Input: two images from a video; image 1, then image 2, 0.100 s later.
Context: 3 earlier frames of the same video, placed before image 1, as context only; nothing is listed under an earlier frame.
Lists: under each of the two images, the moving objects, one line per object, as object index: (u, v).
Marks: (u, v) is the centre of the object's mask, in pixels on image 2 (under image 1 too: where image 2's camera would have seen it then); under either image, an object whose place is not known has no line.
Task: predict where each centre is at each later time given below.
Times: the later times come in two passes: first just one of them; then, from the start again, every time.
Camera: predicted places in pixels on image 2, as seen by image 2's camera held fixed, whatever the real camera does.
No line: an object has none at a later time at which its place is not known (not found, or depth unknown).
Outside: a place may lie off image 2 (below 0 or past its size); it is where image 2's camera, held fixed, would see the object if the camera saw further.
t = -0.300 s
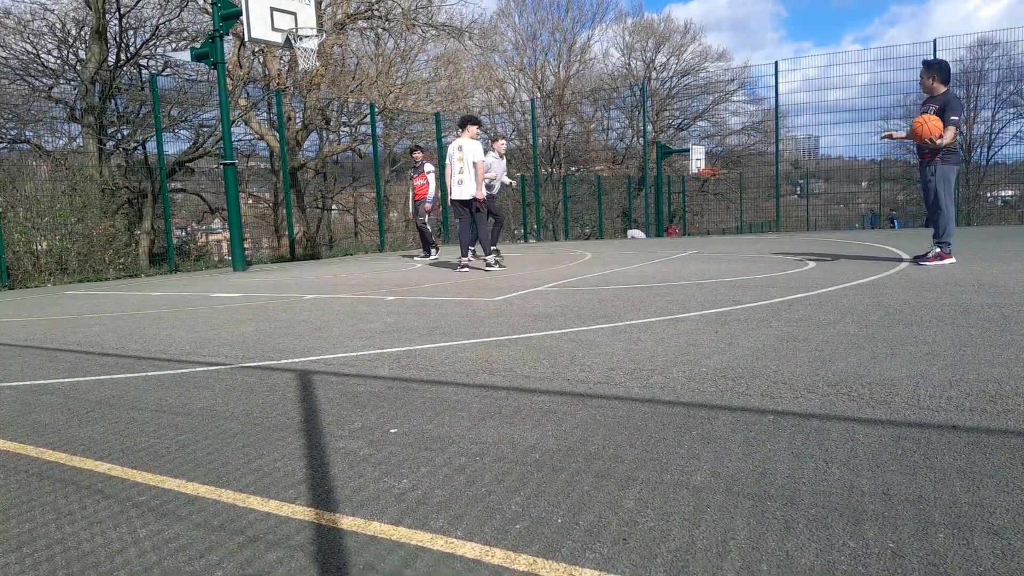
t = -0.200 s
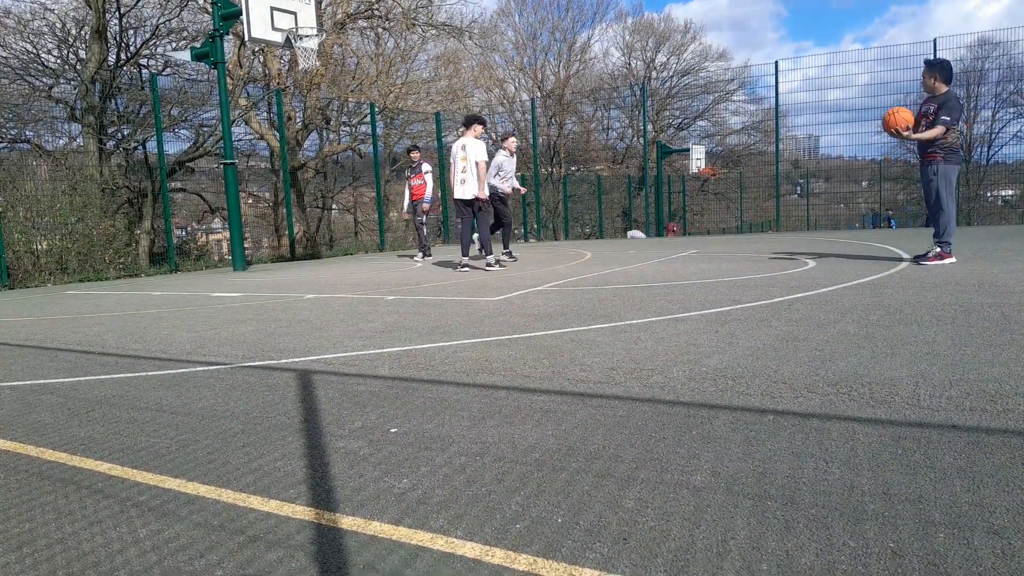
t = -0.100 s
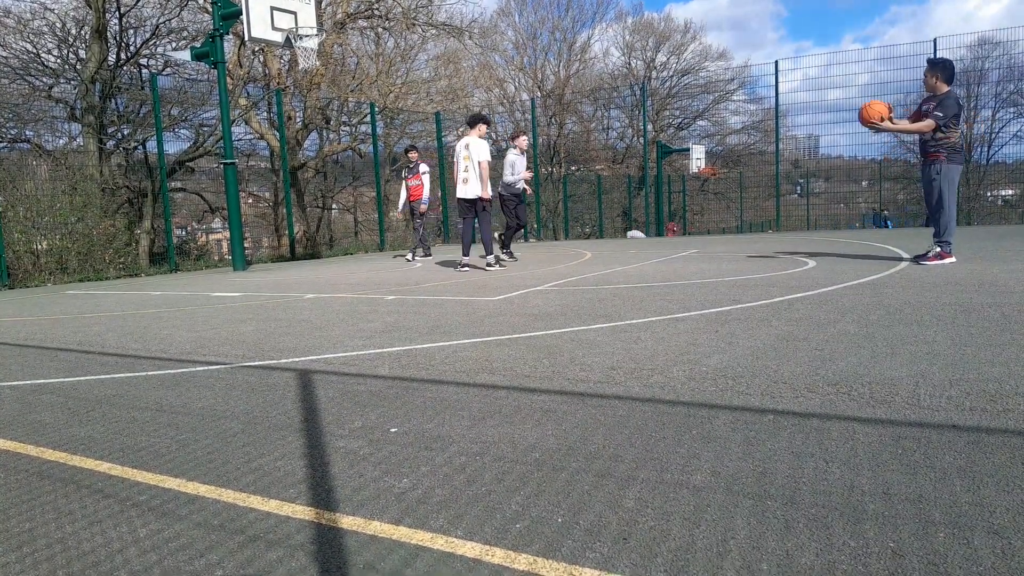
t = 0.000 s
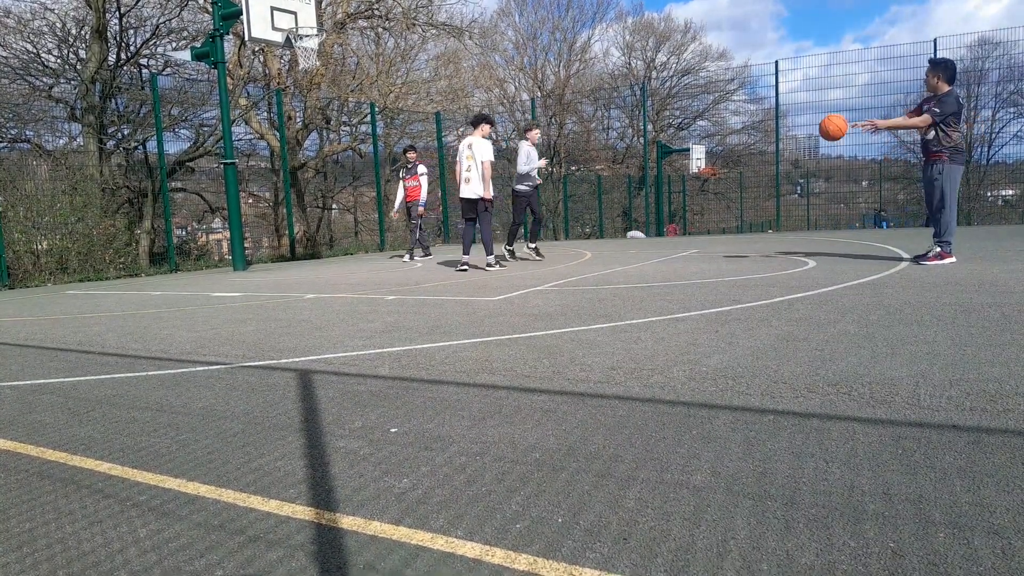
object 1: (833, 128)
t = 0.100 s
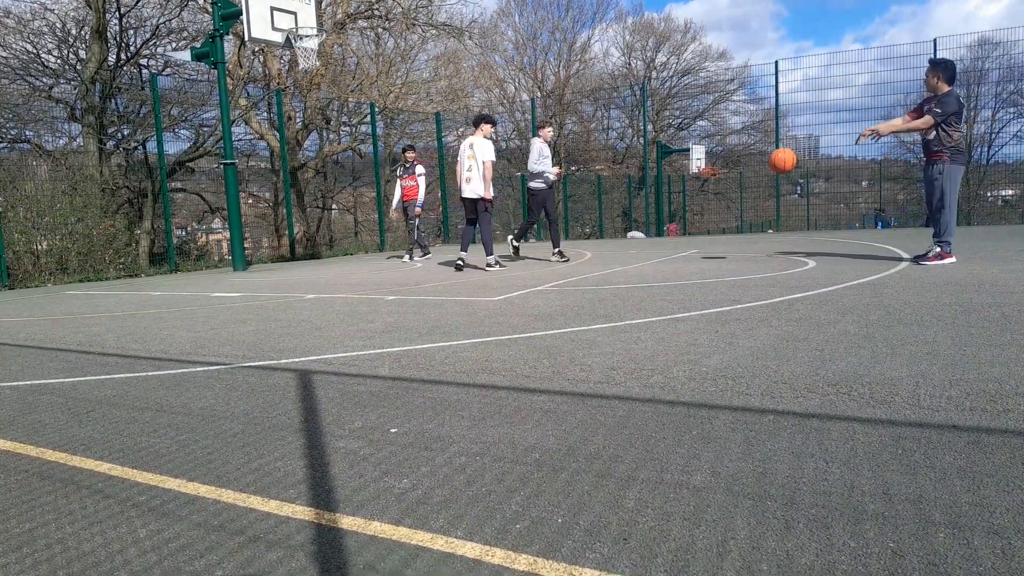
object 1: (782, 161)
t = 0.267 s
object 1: (711, 230)
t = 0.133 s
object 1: (767, 173)
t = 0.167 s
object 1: (753, 186)
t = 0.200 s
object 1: (738, 200)
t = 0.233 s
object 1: (723, 215)
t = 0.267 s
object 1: (711, 230)
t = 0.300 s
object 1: (699, 245)
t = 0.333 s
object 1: (691, 243)
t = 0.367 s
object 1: (683, 231)
